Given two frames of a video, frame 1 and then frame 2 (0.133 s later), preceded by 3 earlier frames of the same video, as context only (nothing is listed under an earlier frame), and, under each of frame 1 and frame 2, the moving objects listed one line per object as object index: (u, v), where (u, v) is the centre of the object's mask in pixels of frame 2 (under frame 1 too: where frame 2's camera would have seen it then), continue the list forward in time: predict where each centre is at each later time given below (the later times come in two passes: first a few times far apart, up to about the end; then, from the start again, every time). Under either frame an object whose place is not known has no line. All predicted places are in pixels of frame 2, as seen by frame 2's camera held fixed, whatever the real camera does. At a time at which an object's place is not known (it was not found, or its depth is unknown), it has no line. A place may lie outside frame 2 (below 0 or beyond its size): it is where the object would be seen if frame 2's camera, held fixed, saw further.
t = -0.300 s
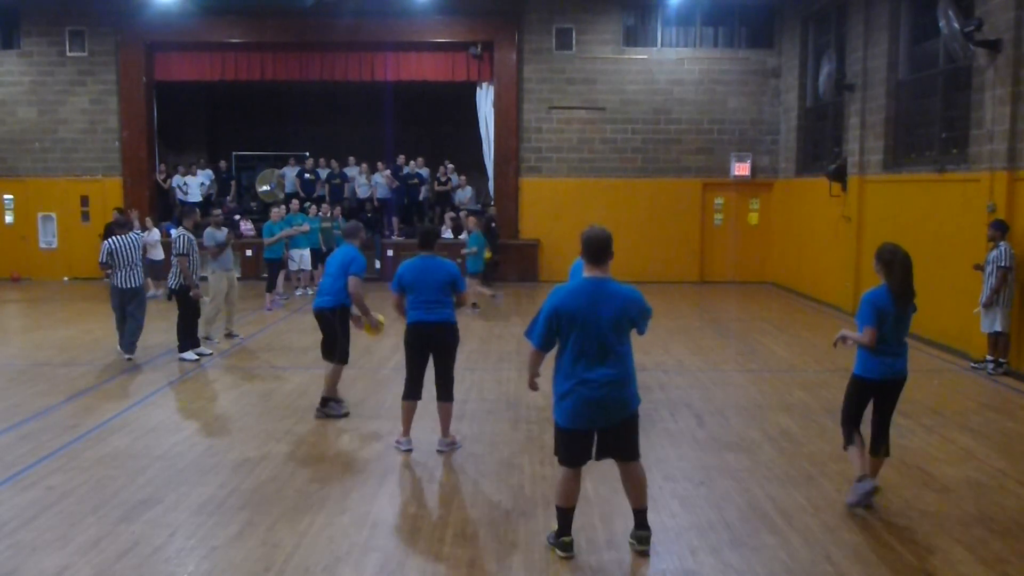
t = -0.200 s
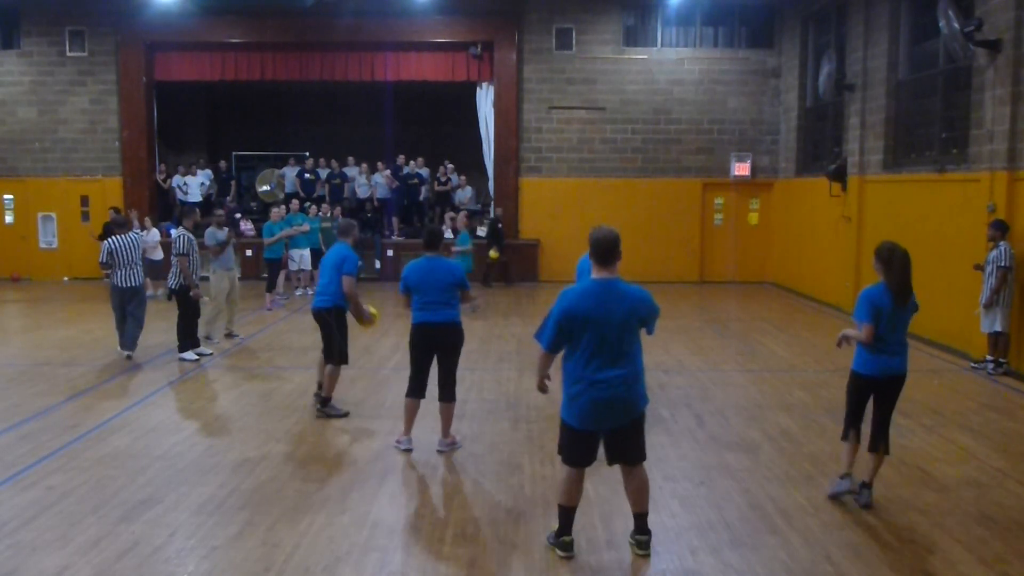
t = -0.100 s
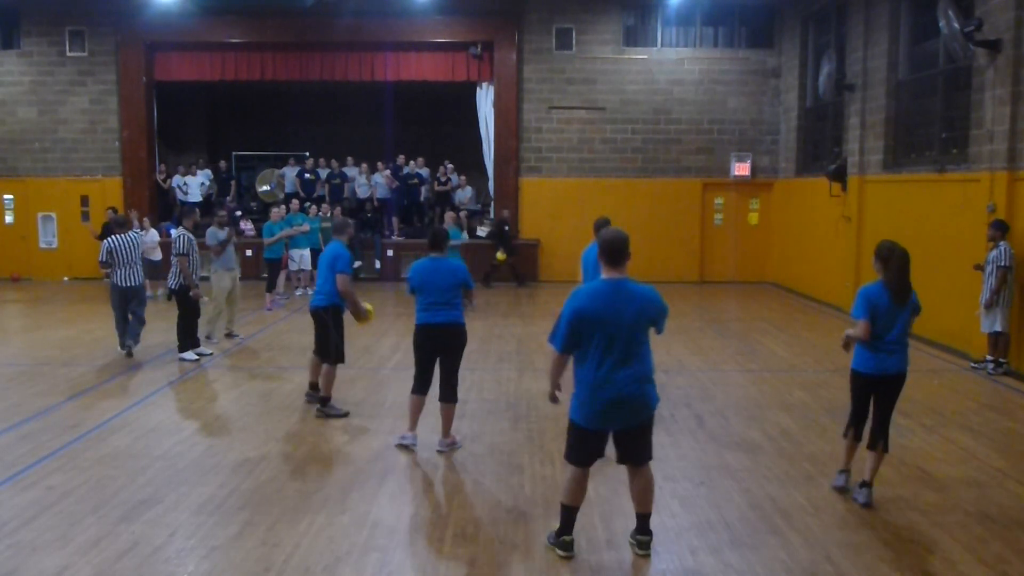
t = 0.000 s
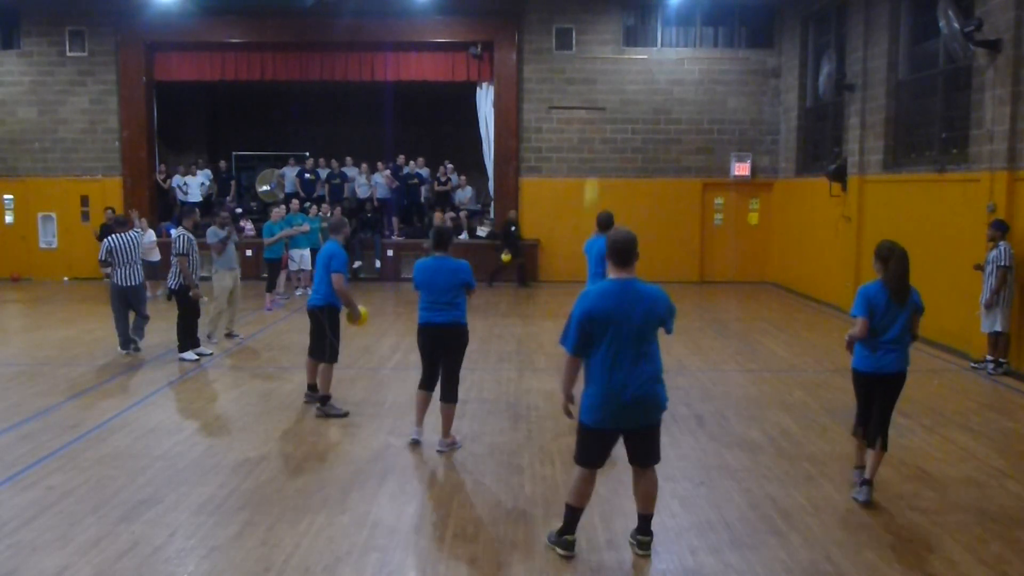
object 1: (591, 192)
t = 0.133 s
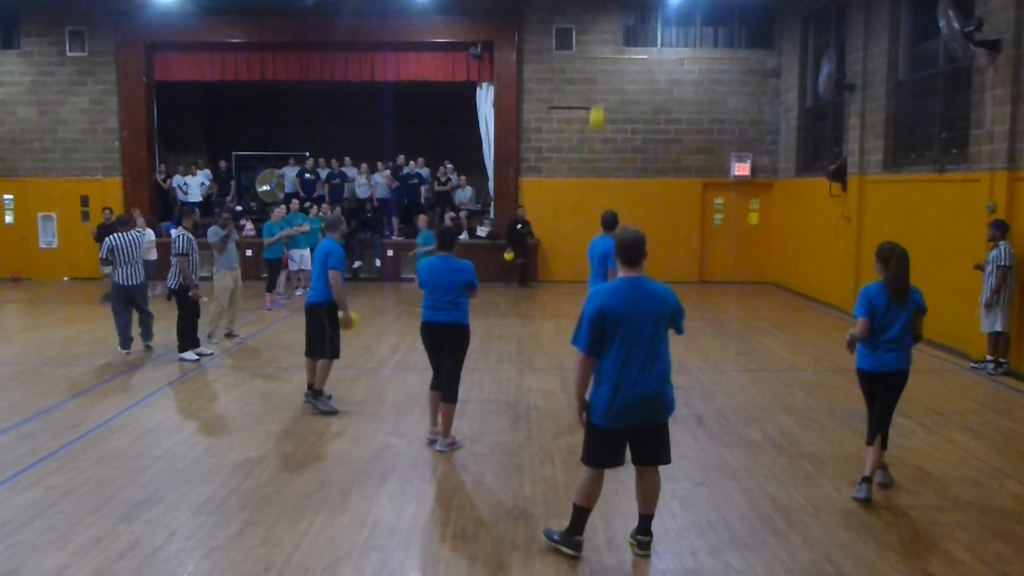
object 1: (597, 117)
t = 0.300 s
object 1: (600, 60)
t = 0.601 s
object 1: (603, 26)
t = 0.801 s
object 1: (603, 41)
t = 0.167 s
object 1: (598, 103)
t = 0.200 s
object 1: (599, 90)
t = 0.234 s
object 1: (599, 78)
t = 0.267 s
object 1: (600, 68)
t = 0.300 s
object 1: (600, 60)
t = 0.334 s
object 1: (601, 51)
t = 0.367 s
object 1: (601, 44)
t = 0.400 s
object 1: (602, 37)
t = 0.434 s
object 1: (602, 34)
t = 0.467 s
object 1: (602, 30)
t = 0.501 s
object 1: (602, 27)
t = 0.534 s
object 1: (603, 26)
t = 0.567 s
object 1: (603, 26)
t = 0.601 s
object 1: (603, 26)
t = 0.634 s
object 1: (603, 26)
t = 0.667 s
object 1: (603, 27)
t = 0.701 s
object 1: (603, 29)
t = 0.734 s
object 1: (603, 33)
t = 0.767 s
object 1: (603, 36)
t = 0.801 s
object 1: (603, 41)
